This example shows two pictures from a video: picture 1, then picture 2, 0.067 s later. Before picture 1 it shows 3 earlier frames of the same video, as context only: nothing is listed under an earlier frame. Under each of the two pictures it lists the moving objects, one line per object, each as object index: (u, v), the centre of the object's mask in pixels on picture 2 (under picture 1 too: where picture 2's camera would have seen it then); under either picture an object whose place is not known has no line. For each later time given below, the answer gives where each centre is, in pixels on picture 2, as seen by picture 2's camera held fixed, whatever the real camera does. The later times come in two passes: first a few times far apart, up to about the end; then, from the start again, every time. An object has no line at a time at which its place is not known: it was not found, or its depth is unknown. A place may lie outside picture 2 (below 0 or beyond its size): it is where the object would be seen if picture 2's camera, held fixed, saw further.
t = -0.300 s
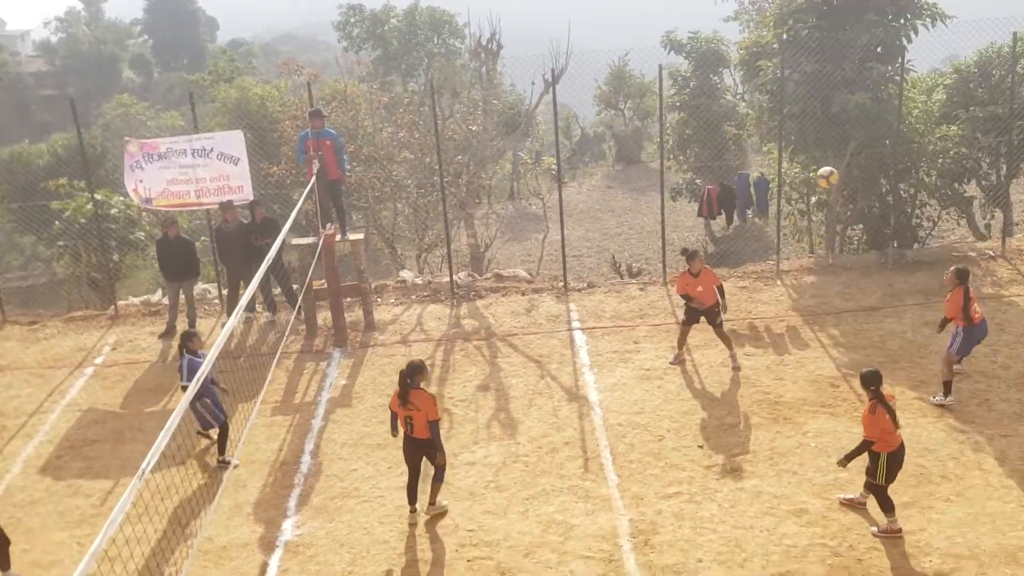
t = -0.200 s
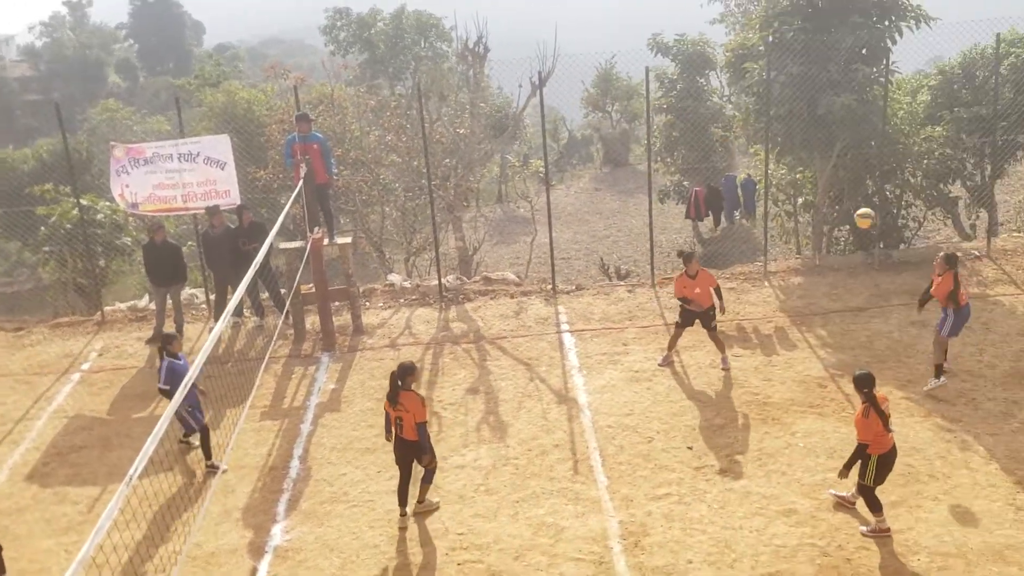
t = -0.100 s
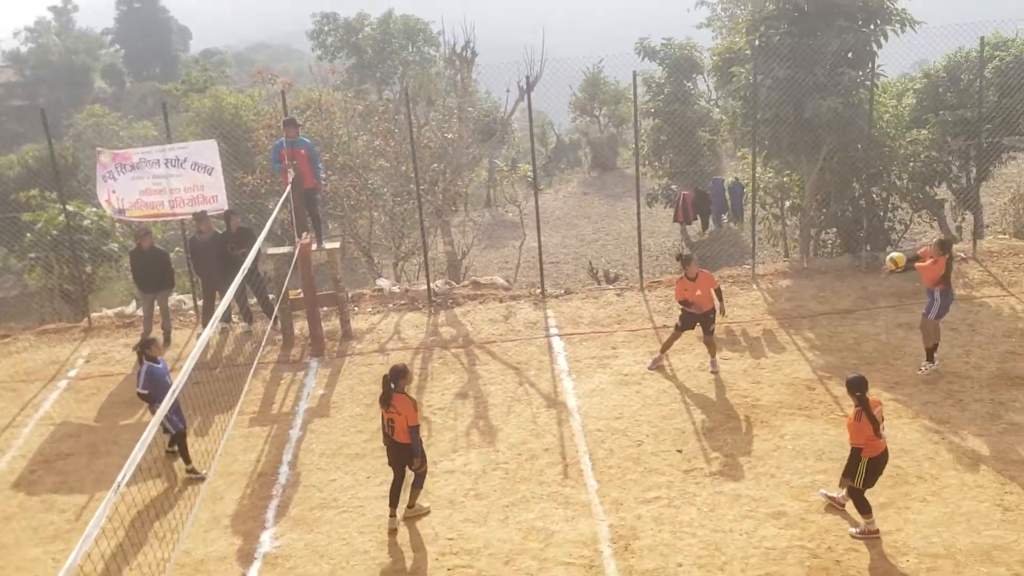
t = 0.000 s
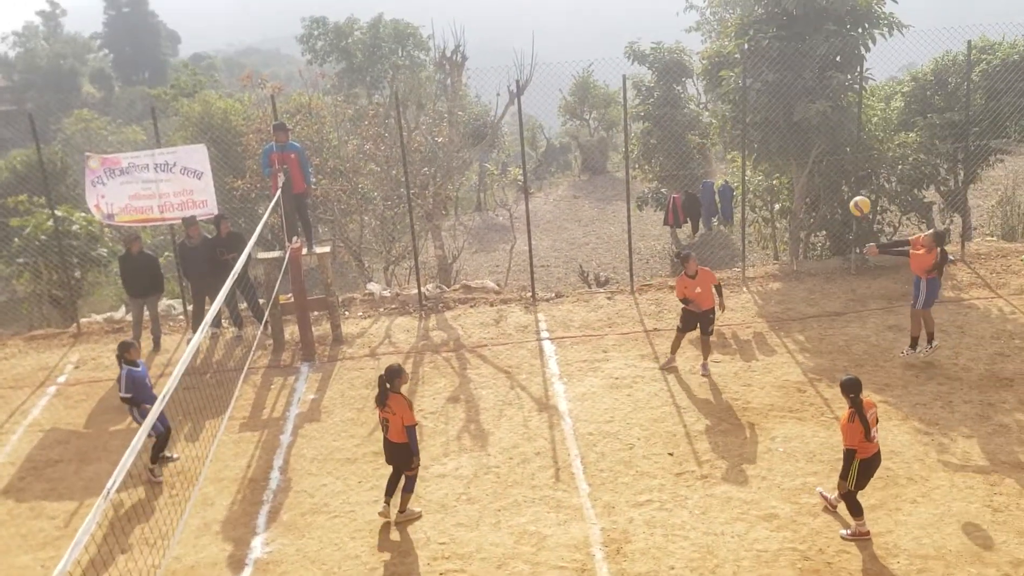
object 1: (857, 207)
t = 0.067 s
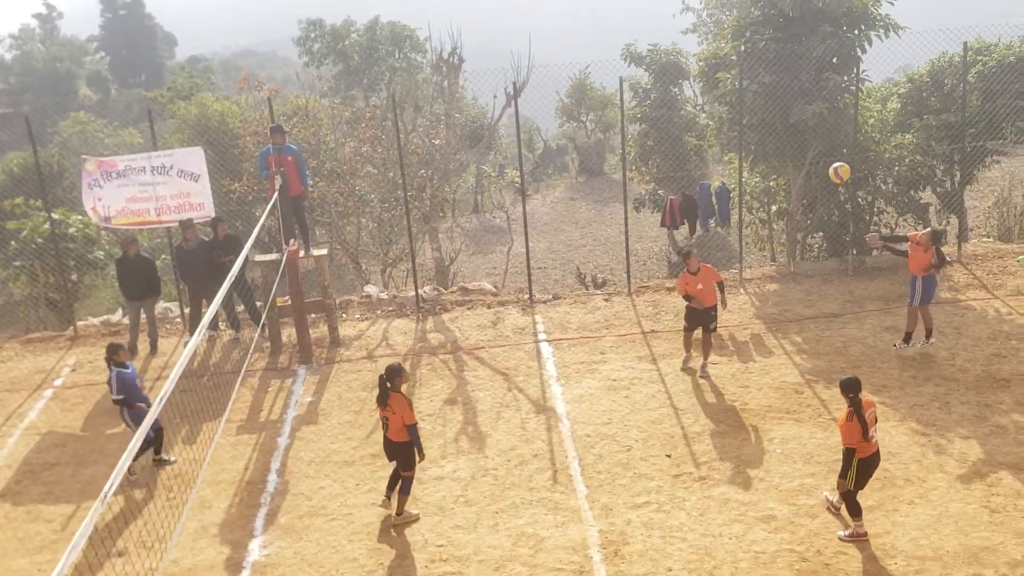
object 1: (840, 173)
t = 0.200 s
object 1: (803, 112)
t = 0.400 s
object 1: (748, 50)
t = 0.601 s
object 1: (693, 27)
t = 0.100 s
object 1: (830, 156)
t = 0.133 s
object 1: (822, 141)
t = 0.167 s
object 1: (813, 126)
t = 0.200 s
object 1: (803, 112)
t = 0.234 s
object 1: (794, 100)
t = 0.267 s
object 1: (785, 87)
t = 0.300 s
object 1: (776, 76)
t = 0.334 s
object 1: (767, 67)
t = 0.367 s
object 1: (757, 58)
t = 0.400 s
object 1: (748, 50)
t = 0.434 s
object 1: (739, 43)
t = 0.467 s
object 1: (730, 36)
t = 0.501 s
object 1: (721, 33)
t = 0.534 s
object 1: (714, 30)
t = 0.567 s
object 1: (704, 27)
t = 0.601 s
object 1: (693, 27)
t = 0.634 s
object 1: (684, 27)
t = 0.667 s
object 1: (675, 27)
